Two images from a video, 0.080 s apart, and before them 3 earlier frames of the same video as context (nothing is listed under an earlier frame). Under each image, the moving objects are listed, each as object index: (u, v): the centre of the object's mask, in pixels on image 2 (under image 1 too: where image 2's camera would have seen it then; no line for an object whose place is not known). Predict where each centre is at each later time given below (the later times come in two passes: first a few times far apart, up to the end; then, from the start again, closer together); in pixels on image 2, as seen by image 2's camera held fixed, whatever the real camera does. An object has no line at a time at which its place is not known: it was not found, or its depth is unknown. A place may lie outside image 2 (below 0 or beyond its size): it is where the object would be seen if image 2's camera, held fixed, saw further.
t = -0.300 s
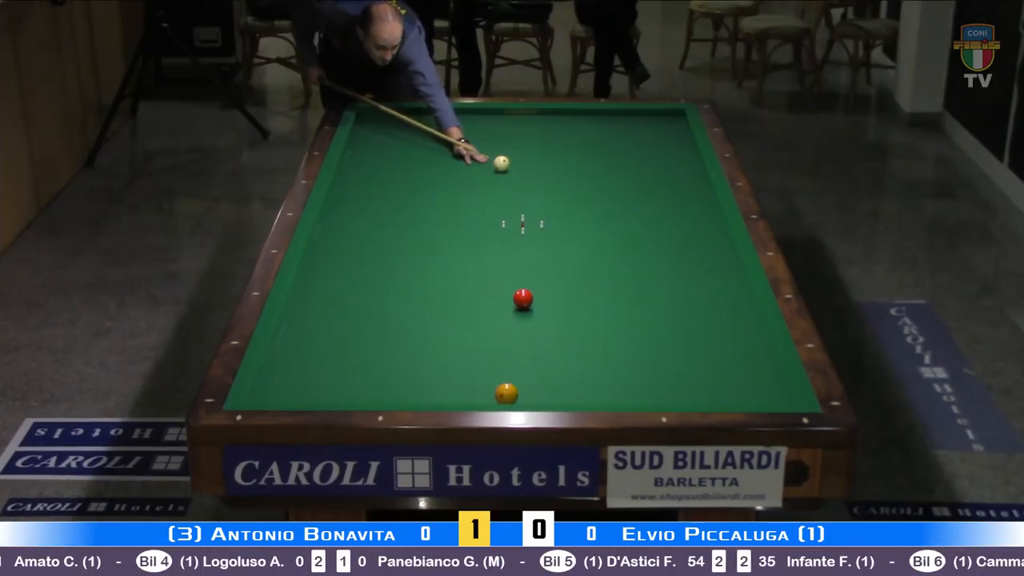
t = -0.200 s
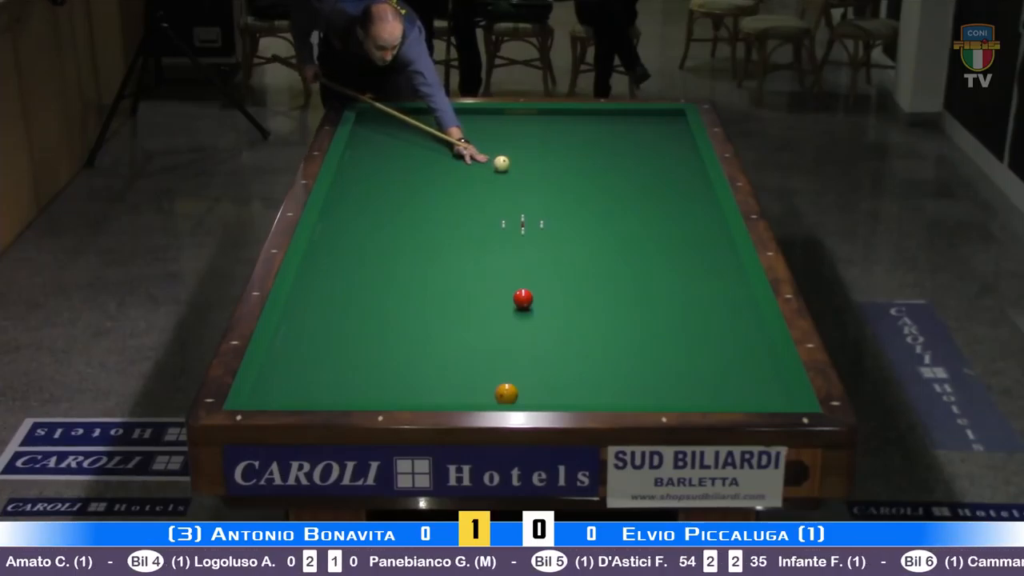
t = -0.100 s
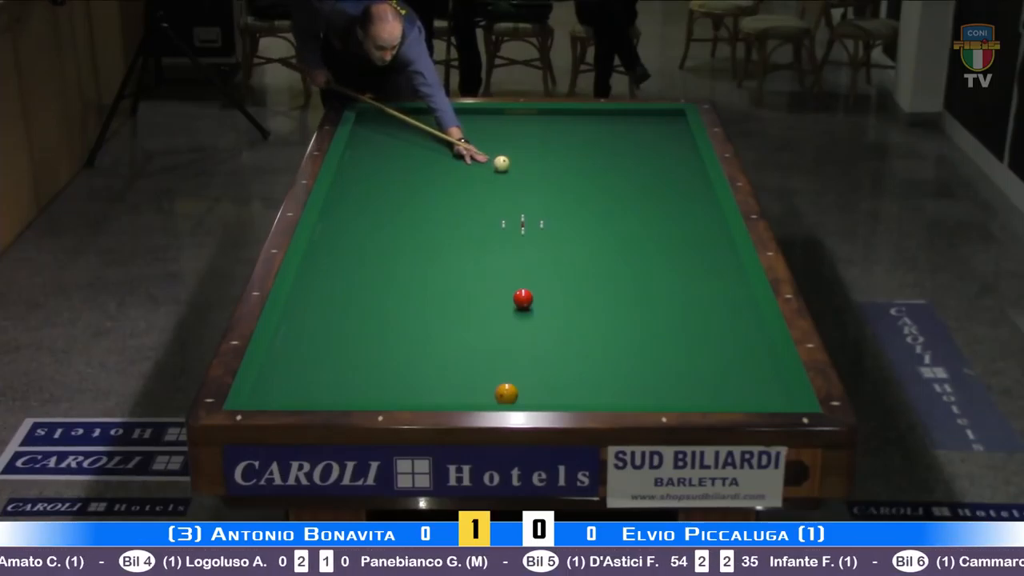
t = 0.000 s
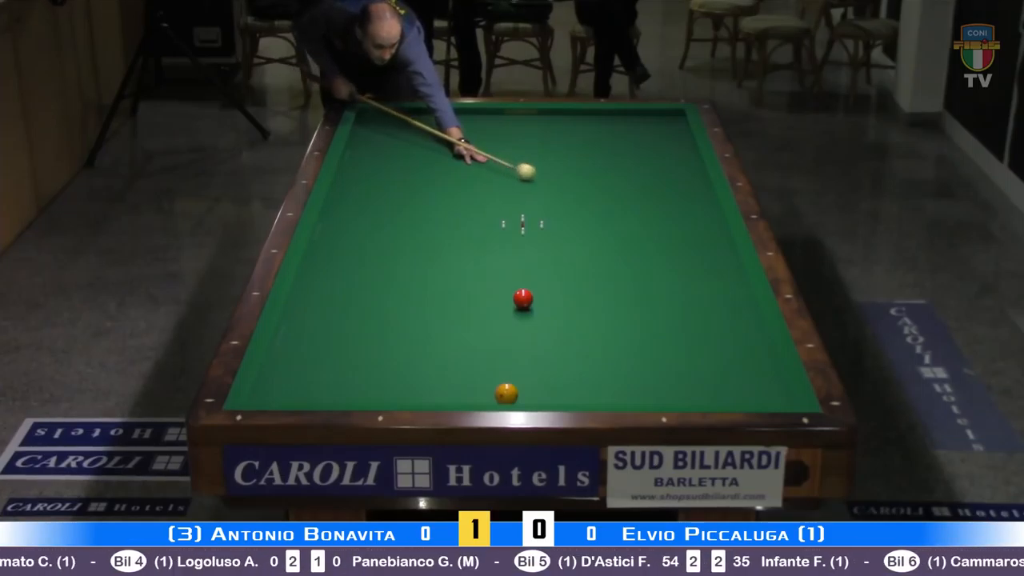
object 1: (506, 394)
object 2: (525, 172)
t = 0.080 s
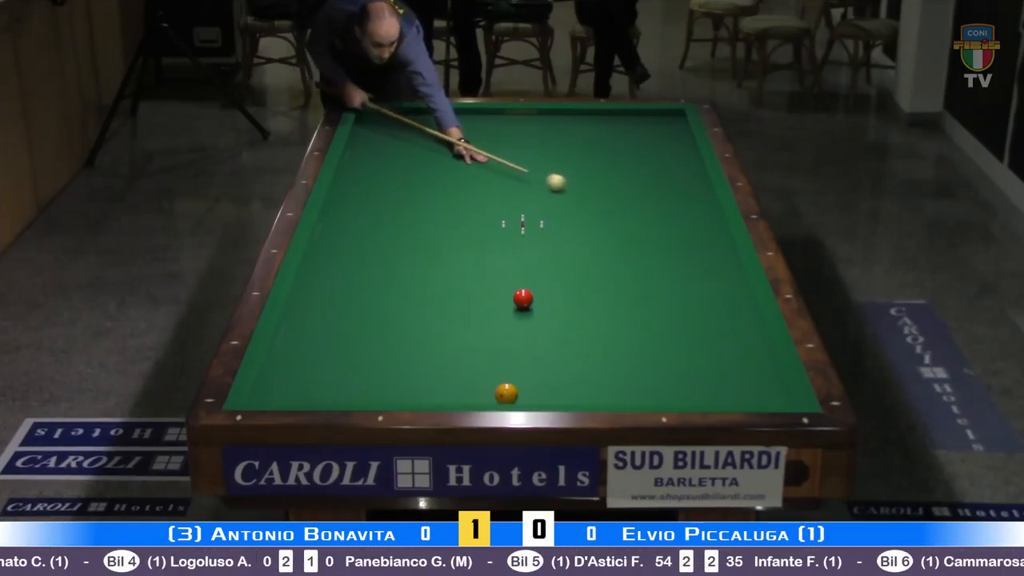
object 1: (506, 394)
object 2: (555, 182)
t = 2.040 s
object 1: (365, 394)
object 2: (476, 350)
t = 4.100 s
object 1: (404, 377)
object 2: (329, 239)
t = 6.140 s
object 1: (529, 366)
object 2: (397, 178)
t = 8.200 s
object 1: (588, 361)
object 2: (449, 141)
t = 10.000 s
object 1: (593, 361)
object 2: (476, 122)
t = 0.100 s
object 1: (506, 394)
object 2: (563, 185)
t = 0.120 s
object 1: (506, 394)
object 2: (571, 188)
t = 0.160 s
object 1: (506, 394)
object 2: (585, 193)
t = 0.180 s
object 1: (506, 394)
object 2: (593, 195)
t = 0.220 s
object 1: (506, 394)
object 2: (608, 201)
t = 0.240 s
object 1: (506, 394)
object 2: (616, 203)
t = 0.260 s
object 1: (506, 394)
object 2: (623, 206)
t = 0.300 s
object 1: (506, 394)
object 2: (639, 212)
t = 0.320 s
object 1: (506, 394)
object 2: (647, 214)
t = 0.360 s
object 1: (506, 394)
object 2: (663, 220)
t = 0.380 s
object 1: (506, 394)
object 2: (671, 223)
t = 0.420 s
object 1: (506, 394)
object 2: (688, 229)
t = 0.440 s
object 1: (506, 394)
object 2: (696, 232)
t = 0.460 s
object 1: (506, 394)
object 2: (704, 235)
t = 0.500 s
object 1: (506, 394)
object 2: (721, 241)
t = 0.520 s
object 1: (506, 394)
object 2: (725, 244)
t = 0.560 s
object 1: (506, 394)
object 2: (715, 250)
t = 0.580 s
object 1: (506, 394)
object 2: (709, 252)
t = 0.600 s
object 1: (506, 394)
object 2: (704, 255)
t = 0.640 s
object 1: (506, 394)
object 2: (694, 261)
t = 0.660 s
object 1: (506, 394)
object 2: (690, 264)
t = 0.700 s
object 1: (506, 394)
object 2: (680, 269)
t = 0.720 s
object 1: (506, 394)
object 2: (676, 272)
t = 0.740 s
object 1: (506, 394)
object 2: (672, 276)
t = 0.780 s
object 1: (506, 394)
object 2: (664, 282)
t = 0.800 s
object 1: (506, 394)
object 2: (661, 284)
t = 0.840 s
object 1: (506, 394)
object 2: (653, 291)
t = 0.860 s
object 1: (506, 394)
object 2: (649, 294)
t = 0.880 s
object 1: (506, 394)
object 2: (645, 297)
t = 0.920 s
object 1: (506, 394)
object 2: (637, 304)
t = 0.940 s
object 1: (506, 394)
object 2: (633, 307)
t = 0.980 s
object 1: (506, 394)
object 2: (625, 314)
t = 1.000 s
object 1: (506, 394)
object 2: (621, 317)
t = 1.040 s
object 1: (506, 394)
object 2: (612, 324)
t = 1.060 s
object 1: (506, 394)
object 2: (608, 328)
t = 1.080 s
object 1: (506, 394)
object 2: (604, 331)
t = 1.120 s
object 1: (506, 394)
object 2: (595, 338)
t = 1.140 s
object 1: (506, 394)
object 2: (591, 342)
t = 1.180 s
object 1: (506, 394)
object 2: (581, 350)
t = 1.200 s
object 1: (506, 394)
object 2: (577, 353)
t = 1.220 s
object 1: (506, 394)
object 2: (572, 357)
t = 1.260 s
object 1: (506, 394)
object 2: (563, 365)
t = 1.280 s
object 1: (506, 394)
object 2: (558, 369)
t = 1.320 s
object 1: (506, 394)
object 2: (548, 377)
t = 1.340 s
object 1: (506, 394)
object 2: (543, 381)
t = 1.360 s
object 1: (506, 394)
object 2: (538, 386)
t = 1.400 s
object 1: (505, 394)
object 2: (530, 392)
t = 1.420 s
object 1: (499, 394)
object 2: (531, 395)
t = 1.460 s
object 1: (487, 395)
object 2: (532, 398)
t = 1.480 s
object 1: (481, 395)
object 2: (531, 396)
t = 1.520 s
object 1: (470, 396)
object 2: (527, 393)
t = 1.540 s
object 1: (465, 397)
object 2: (525, 391)
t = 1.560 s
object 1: (460, 397)
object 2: (523, 389)
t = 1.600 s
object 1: (452, 397)
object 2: (520, 384)
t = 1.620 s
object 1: (447, 398)
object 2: (518, 382)
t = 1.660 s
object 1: (439, 397)
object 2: (514, 378)
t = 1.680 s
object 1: (435, 397)
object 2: (511, 377)
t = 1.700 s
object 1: (431, 396)
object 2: (509, 375)
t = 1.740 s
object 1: (423, 396)
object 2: (505, 372)
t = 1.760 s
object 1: (419, 396)
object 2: (503, 371)
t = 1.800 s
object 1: (411, 396)
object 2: (499, 368)
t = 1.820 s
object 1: (407, 396)
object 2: (497, 366)
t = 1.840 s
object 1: (403, 395)
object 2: (495, 364)
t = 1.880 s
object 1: (395, 395)
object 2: (491, 362)
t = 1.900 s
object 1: (391, 395)
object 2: (489, 360)
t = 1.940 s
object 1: (384, 395)
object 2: (485, 357)
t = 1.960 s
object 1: (380, 394)
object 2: (483, 356)
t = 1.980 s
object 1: (376, 394)
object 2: (481, 354)
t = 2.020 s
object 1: (368, 394)
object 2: (477, 352)
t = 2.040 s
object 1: (365, 394)
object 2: (476, 350)
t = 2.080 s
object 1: (357, 393)
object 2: (472, 347)
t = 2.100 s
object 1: (353, 393)
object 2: (470, 346)
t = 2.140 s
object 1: (346, 393)
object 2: (466, 343)
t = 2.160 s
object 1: (342, 393)
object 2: (464, 341)
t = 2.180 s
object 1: (338, 392)
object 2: (463, 340)
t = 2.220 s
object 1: (331, 392)
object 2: (459, 337)
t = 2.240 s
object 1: (327, 392)
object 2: (457, 336)
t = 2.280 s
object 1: (319, 391)
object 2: (454, 334)
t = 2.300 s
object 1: (316, 391)
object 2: (452, 332)
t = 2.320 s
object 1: (312, 391)
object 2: (450, 331)
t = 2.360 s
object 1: (305, 391)
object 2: (447, 329)
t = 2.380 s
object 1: (301, 391)
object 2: (445, 327)
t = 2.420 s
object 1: (294, 390)
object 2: (442, 325)
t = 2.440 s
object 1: (291, 390)
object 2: (440, 323)
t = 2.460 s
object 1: (287, 390)
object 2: (439, 322)
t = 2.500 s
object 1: (280, 389)
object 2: (435, 320)
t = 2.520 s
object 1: (276, 389)
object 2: (433, 318)
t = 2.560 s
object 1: (269, 388)
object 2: (430, 316)
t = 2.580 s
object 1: (266, 388)
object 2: (428, 315)
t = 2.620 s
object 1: (267, 388)
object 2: (425, 312)
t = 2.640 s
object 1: (270, 388)
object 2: (424, 311)
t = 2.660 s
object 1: (273, 387)
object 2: (422, 310)
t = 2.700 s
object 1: (277, 387)
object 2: (419, 308)
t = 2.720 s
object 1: (279, 387)
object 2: (418, 306)
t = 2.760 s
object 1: (283, 387)
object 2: (414, 304)
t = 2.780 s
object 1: (285, 387)
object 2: (413, 303)
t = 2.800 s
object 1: (287, 387)
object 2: (411, 302)
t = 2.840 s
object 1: (291, 386)
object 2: (408, 300)
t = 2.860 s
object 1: (293, 386)
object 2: (407, 298)
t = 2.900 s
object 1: (297, 386)
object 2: (404, 296)
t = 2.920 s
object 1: (299, 386)
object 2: (403, 295)
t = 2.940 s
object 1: (301, 385)
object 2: (401, 294)
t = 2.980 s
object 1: (305, 384)
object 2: (398, 292)
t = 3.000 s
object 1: (307, 385)
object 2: (397, 291)
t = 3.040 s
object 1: (311, 384)
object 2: (394, 289)
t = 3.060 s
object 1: (313, 384)
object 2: (393, 288)
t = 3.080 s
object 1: (315, 383)
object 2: (391, 287)
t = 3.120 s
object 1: (319, 384)
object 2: (388, 284)
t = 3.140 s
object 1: (321, 383)
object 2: (387, 284)
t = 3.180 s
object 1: (325, 383)
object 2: (384, 281)
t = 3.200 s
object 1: (326, 383)
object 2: (383, 280)
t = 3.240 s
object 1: (330, 383)
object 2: (380, 278)
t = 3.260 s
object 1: (332, 382)
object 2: (379, 277)
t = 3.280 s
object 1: (334, 383)
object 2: (377, 276)
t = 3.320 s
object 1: (338, 382)
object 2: (375, 274)
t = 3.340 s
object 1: (339, 382)
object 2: (373, 273)
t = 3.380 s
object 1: (343, 382)
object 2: (371, 271)
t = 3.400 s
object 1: (345, 382)
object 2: (370, 270)
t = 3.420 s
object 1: (347, 381)
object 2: (369, 269)
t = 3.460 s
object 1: (350, 381)
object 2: (366, 267)
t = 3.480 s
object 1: (352, 381)
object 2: (365, 267)
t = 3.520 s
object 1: (355, 381)
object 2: (362, 265)
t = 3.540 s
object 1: (357, 381)
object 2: (361, 264)
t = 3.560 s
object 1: (359, 380)
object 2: (360, 263)
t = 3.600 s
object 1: (363, 380)
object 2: (357, 261)
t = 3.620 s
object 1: (364, 380)
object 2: (356, 260)
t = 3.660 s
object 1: (368, 380)
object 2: (353, 258)
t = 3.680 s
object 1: (370, 380)
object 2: (352, 257)
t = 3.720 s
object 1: (373, 379)
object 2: (350, 256)
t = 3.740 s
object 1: (374, 379)
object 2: (349, 255)
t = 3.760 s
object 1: (376, 379)
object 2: (348, 254)
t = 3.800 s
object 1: (380, 379)
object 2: (345, 252)
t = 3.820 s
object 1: (381, 379)
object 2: (344, 251)
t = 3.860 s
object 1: (385, 379)
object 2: (342, 249)
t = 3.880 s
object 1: (386, 378)
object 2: (341, 249)
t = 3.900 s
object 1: (388, 378)
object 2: (340, 248)
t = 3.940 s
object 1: (391, 378)
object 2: (337, 246)
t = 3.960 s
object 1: (393, 378)
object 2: (336, 245)
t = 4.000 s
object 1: (396, 378)
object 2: (334, 243)
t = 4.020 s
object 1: (397, 377)
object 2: (333, 242)
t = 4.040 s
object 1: (399, 377)
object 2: (332, 242)
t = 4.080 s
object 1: (402, 377)
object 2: (330, 240)
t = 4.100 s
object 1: (404, 377)
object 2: (329, 239)
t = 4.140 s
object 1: (407, 377)
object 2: (327, 238)
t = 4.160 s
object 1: (409, 377)
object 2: (326, 237)
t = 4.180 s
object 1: (410, 376)
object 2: (325, 236)
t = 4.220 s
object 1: (413, 376)
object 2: (323, 234)
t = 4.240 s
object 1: (415, 376)
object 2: (322, 233)
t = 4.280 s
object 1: (418, 376)
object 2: (320, 232)
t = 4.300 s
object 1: (419, 376)
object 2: (322, 231)
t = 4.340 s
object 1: (422, 375)
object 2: (324, 230)
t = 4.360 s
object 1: (424, 375)
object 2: (325, 229)
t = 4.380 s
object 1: (425, 375)
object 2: (326, 228)
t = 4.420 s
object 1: (428, 375)
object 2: (327, 227)
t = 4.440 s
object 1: (430, 375)
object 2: (329, 226)
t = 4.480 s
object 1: (432, 375)
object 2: (330, 225)
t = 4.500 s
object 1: (434, 375)
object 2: (331, 224)
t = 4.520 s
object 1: (435, 375)
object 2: (332, 224)
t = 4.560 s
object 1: (438, 374)
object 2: (334, 222)
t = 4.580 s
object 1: (440, 374)
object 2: (335, 222)
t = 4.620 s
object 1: (442, 374)
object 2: (337, 220)
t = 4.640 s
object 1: (444, 374)
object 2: (338, 219)
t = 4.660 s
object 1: (445, 374)
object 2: (339, 219)
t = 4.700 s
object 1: (448, 373)
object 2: (341, 218)
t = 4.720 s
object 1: (449, 373)
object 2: (342, 217)
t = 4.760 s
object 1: (452, 373)
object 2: (344, 216)
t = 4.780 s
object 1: (453, 373)
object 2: (345, 215)
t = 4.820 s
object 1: (456, 372)
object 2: (346, 214)
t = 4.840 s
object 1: (457, 372)
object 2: (347, 213)
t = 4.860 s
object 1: (459, 372)
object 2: (348, 212)
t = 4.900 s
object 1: (461, 372)
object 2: (350, 211)
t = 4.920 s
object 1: (463, 372)
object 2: (351, 210)
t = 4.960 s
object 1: (465, 372)
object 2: (352, 209)
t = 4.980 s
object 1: (466, 371)
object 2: (353, 209)
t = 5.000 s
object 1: (468, 371)
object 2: (354, 208)
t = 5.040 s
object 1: (470, 371)
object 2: (356, 207)
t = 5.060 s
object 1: (471, 371)
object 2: (357, 206)
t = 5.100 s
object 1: (474, 371)
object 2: (358, 205)
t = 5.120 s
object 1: (475, 371)
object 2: (359, 205)
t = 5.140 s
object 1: (476, 371)
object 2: (360, 204)
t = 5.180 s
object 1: (479, 371)
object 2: (362, 203)
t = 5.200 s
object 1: (480, 371)
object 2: (362, 202)
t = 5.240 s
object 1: (483, 370)
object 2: (364, 201)
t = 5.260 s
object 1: (484, 370)
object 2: (365, 200)
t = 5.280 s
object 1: (485, 370)
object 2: (366, 200)
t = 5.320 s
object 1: (487, 370)
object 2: (367, 199)
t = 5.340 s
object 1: (488, 370)
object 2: (368, 198)
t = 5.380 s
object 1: (490, 370)
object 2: (370, 197)
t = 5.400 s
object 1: (492, 370)
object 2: (371, 196)
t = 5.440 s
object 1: (494, 369)
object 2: (372, 195)
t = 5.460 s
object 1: (495, 369)
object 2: (373, 195)
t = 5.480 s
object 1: (496, 369)
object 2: (374, 194)
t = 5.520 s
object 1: (499, 369)
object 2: (375, 193)
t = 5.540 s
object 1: (500, 368)
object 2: (376, 193)
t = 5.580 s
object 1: (502, 368)
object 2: (378, 192)
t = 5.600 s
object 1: (503, 368)
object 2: (378, 191)
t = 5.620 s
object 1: (504, 368)
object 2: (379, 191)
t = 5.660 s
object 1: (506, 368)
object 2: (380, 190)
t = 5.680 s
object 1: (507, 368)
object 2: (381, 189)
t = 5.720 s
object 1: (509, 367)
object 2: (383, 188)
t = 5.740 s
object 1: (510, 367)
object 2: (384, 188)
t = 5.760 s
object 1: (511, 367)
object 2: (384, 187)
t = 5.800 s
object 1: (513, 367)
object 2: (386, 186)
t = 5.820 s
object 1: (514, 367)
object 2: (386, 186)
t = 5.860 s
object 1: (516, 367)
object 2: (388, 185)
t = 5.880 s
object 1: (517, 367)
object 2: (389, 184)
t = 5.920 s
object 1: (519, 367)
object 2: (390, 183)
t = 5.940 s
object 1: (520, 367)
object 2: (391, 183)
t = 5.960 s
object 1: (521, 367)
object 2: (391, 182)
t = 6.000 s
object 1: (523, 366)
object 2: (393, 181)
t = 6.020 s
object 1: (524, 366)
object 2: (393, 181)
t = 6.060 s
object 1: (526, 366)
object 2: (395, 180)
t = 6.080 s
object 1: (527, 366)
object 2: (395, 179)
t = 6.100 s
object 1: (527, 366)
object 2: (396, 179)
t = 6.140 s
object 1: (529, 366)
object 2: (397, 178)
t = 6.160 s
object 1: (530, 366)
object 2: (398, 177)
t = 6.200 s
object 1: (532, 366)
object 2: (399, 176)
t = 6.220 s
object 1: (533, 366)
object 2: (400, 176)
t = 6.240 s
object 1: (534, 366)
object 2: (400, 175)
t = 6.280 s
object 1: (536, 365)
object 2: (402, 175)
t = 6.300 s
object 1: (537, 365)
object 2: (402, 174)
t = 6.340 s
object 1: (538, 365)
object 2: (404, 173)
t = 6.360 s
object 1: (539, 365)
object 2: (404, 173)
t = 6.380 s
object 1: (540, 365)
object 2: (405, 173)
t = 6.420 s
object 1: (541, 365)
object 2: (406, 172)
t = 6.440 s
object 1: (542, 365)
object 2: (407, 171)
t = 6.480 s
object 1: (544, 365)
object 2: (408, 170)
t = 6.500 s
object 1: (544, 365)
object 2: (408, 170)
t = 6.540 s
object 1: (546, 365)
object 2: (410, 169)
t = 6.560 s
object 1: (547, 365)
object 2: (410, 169)
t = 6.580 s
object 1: (547, 365)
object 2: (411, 168)
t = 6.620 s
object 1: (549, 364)
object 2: (412, 168)
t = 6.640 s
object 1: (550, 364)
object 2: (412, 167)
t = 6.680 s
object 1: (551, 364)
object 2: (414, 166)
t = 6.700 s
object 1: (552, 364)
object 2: (414, 166)
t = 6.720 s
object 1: (553, 364)
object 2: (415, 166)
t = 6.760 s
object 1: (554, 364)
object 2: (416, 165)
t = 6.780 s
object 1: (555, 364)
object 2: (416, 164)
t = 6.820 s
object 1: (556, 364)
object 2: (417, 164)
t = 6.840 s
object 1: (557, 363)
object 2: (418, 163)
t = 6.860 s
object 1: (558, 364)
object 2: (418, 163)
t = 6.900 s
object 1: (559, 363)
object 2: (419, 162)
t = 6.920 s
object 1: (559, 363)
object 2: (420, 162)
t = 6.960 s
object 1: (561, 363)
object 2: (421, 161)
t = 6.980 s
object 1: (561, 363)
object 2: (422, 160)
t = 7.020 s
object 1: (563, 363)
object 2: (423, 160)
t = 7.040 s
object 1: (563, 363)
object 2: (423, 159)
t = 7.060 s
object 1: (564, 363)
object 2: (424, 159)
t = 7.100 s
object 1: (565, 363)
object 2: (424, 158)
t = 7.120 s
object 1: (566, 363)
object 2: (425, 158)
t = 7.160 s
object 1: (567, 363)
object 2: (426, 157)
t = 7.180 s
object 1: (567, 363)
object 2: (426, 157)
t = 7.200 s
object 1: (568, 363)
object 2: (427, 157)
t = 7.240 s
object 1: (569, 362)
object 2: (428, 156)
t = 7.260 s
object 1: (570, 363)
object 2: (429, 156)
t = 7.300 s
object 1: (571, 362)
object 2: (429, 155)
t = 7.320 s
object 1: (571, 362)
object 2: (430, 155)
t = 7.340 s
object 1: (572, 362)
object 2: (430, 154)
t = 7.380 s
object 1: (573, 362)
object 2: (431, 153)
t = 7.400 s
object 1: (573, 362)
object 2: (432, 153)
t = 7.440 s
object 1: (574, 362)
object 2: (433, 153)
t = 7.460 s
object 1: (575, 362)
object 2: (433, 152)
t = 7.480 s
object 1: (575, 362)
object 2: (434, 152)
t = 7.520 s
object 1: (576, 362)
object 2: (435, 151)
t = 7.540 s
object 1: (577, 362)
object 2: (435, 151)
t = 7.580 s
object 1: (578, 362)
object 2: (436, 150)
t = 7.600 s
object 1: (578, 361)
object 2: (436, 150)
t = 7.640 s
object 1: (579, 361)
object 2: (437, 149)
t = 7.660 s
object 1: (579, 362)
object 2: (437, 149)
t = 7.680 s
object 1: (580, 362)
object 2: (438, 148)
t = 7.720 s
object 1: (581, 362)
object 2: (439, 148)
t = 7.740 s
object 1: (581, 362)
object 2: (439, 148)
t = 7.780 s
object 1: (582, 362)
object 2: (440, 147)
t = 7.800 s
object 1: (582, 362)
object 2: (441, 147)
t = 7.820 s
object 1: (582, 362)
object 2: (441, 146)
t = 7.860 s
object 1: (583, 361)
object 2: (442, 146)
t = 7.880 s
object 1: (583, 362)
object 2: (442, 146)
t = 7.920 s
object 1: (584, 362)
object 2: (443, 145)
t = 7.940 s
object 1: (584, 361)
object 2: (443, 145)
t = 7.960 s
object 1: (585, 361)
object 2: (444, 144)
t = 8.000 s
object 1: (585, 361)
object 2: (445, 144)
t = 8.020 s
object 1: (586, 361)
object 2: (445, 144)
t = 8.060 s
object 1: (586, 361)
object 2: (446, 143)
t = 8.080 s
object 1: (586, 361)
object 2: (446, 143)
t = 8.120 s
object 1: (587, 361)
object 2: (447, 142)
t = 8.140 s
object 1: (587, 361)
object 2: (447, 142)
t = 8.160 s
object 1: (587, 361)
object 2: (448, 141)
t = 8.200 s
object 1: (588, 361)
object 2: (449, 141)
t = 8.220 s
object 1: (588, 361)
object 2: (449, 141)
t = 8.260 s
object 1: (589, 361)
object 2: (450, 140)
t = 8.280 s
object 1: (589, 361)
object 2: (450, 140)
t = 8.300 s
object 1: (589, 361)
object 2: (450, 140)
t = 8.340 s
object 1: (590, 361)
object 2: (451, 139)
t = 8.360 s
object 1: (590, 361)
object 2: (451, 139)
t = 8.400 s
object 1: (590, 361)
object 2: (452, 138)
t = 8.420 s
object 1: (591, 361)
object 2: (452, 138)
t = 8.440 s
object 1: (591, 361)
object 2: (453, 138)
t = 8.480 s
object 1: (591, 361)
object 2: (453, 137)
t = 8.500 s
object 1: (591, 361)
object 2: (454, 137)
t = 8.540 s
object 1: (591, 361)
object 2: (454, 137)
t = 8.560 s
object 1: (591, 361)
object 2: (454, 136)
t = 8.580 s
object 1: (592, 361)
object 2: (455, 136)
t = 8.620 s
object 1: (592, 361)
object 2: (456, 136)
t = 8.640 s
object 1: (592, 361)
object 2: (456, 135)
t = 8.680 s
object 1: (592, 361)
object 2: (457, 135)
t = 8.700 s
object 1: (592, 361)
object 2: (457, 135)
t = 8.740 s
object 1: (592, 361)
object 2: (458, 134)
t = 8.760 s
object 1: (592, 361)
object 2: (458, 134)
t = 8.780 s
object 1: (592, 361)
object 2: (459, 134)
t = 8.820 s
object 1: (592, 361)
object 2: (459, 133)
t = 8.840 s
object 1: (592, 361)
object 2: (460, 133)
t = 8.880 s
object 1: (592, 361)
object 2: (460, 133)
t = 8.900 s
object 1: (592, 361)
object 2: (461, 132)
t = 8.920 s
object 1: (592, 361)
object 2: (461, 132)
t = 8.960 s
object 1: (593, 361)
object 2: (461, 132)
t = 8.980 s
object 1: (593, 361)
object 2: (462, 132)
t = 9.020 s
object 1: (592, 361)
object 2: (462, 131)
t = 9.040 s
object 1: (593, 361)
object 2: (463, 131)
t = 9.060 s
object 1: (593, 361)
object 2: (463, 131)
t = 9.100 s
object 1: (593, 361)
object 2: (464, 130)
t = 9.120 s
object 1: (593, 361)
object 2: (464, 130)
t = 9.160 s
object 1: (593, 361)
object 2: (465, 130)
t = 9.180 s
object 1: (593, 361)
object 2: (465, 129)
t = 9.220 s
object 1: (593, 361)
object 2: (466, 129)
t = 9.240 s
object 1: (593, 361)
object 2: (466, 129)
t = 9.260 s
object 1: (593, 361)
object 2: (466, 129)
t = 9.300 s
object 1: (593, 361)
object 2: (467, 128)
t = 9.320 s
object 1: (593, 361)
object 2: (467, 128)
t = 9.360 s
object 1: (593, 361)
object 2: (468, 128)
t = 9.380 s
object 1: (593, 361)
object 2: (468, 128)
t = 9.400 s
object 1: (593, 361)
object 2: (468, 127)
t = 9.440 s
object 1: (593, 361)
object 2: (469, 127)
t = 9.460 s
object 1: (593, 361)
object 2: (469, 127)
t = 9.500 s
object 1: (593, 361)
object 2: (470, 126)
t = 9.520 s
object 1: (593, 361)
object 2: (470, 126)
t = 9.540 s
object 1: (593, 361)
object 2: (470, 126)
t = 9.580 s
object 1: (593, 361)
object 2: (471, 126)
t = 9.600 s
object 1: (593, 361)
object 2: (471, 125)
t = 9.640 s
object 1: (593, 361)
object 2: (472, 125)
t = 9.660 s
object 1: (593, 361)
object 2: (472, 125)
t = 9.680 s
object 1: (593, 361)
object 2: (472, 125)
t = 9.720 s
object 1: (593, 361)
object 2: (473, 124)
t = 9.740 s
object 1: (593, 361)
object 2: (473, 124)
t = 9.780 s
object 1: (593, 361)
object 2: (473, 124)
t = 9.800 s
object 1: (593, 361)
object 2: (474, 124)
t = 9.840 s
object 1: (593, 361)
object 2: (474, 123)
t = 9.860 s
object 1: (593, 361)
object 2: (474, 123)
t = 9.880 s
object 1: (593, 361)
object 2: (475, 123)
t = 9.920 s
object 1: (593, 361)
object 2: (475, 123)
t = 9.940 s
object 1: (593, 361)
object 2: (475, 123)
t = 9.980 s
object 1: (593, 361)
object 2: (476, 122)
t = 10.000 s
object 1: (593, 361)
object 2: (476, 122)
